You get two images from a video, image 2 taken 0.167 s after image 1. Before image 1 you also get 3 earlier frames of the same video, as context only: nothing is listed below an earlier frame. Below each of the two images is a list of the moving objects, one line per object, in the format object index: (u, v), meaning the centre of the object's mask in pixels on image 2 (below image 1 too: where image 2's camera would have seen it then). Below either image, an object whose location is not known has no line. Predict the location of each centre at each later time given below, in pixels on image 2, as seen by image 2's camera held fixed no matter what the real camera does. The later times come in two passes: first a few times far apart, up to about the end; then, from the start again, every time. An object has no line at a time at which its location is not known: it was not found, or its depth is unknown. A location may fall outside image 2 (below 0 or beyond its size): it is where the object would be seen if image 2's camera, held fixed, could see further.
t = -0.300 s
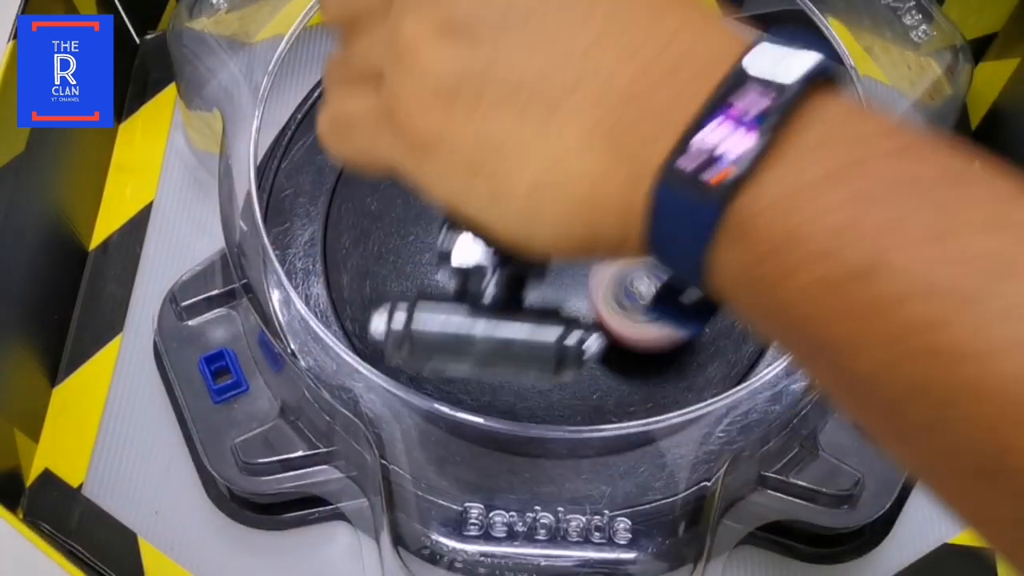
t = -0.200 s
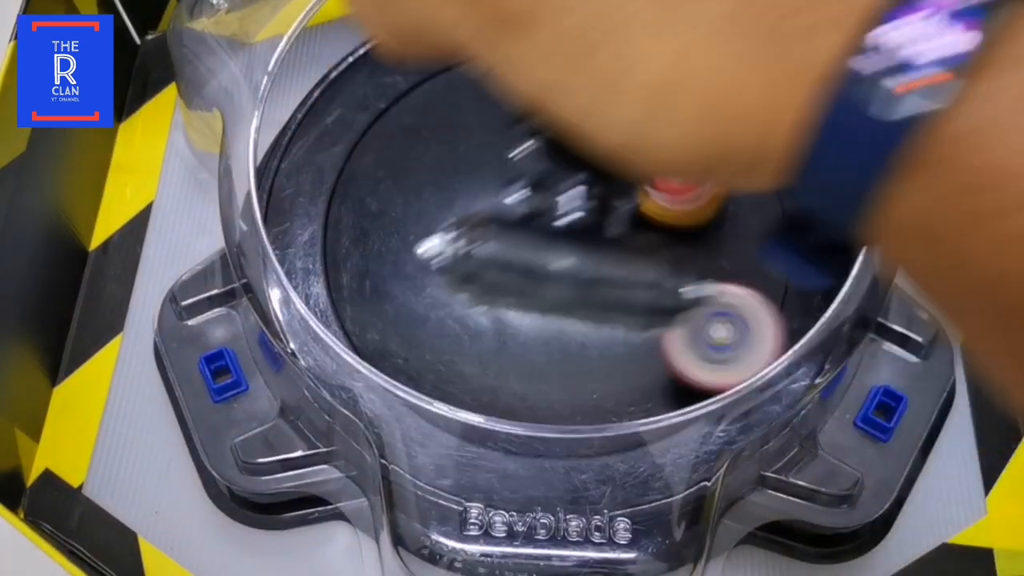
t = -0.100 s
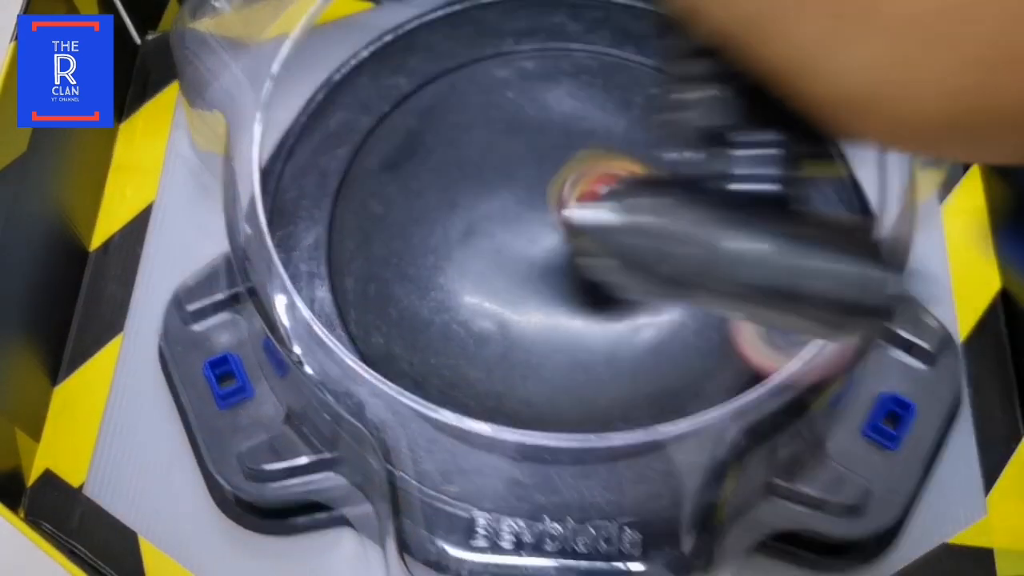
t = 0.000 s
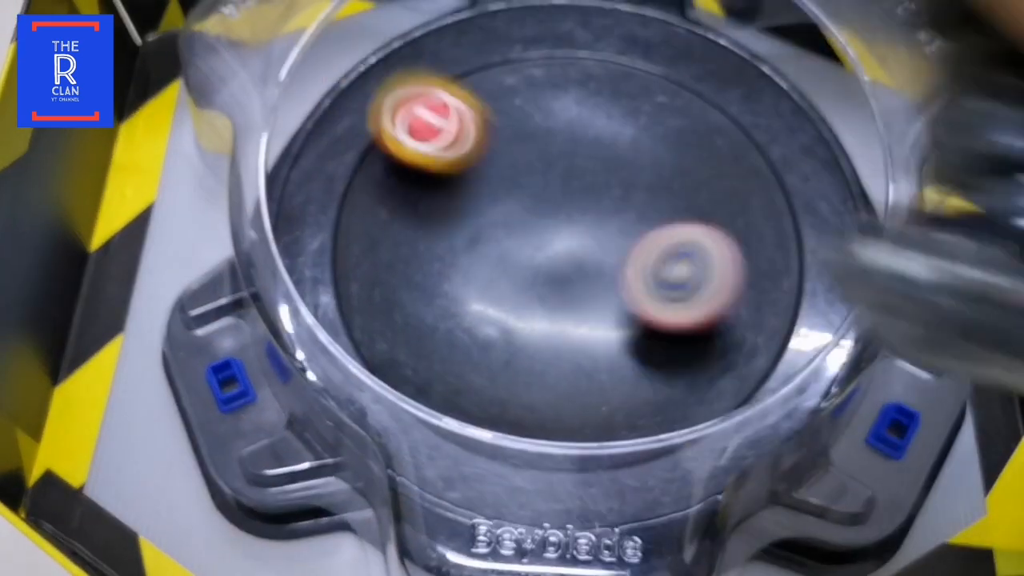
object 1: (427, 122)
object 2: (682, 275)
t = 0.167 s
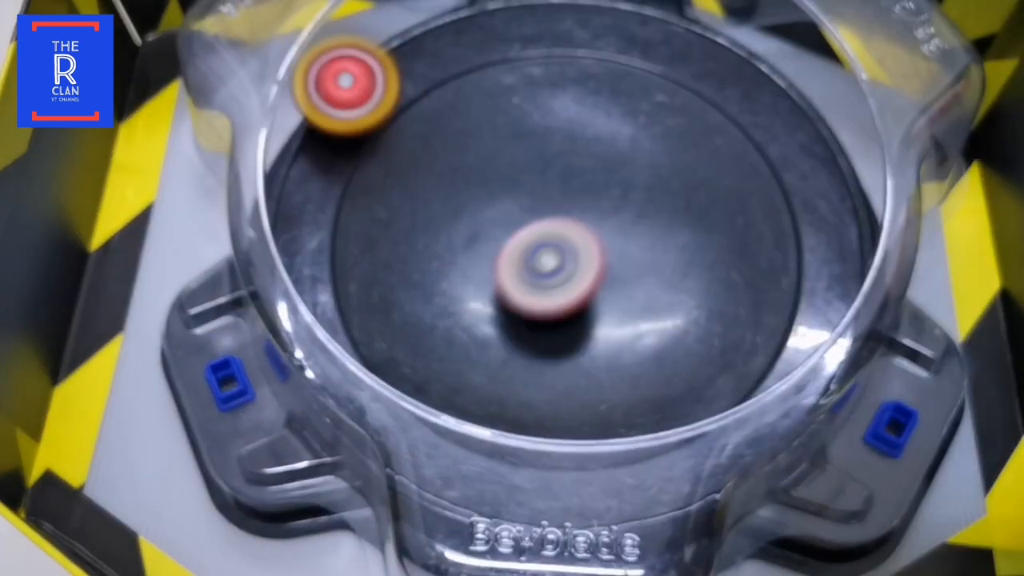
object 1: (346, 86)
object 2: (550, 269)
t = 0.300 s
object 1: (373, 72)
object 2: (511, 356)
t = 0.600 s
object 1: (564, 134)
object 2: (702, 372)
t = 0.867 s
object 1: (551, 180)
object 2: (586, 317)
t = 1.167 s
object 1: (476, 265)
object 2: (578, 403)
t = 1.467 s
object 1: (401, 104)
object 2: (652, 277)
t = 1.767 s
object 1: (463, 48)
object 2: (587, 173)
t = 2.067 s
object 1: (547, 214)
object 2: (496, 333)
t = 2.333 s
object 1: (529, 131)
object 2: (692, 426)
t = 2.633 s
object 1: (583, 247)
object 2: (707, 269)
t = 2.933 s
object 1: (400, 245)
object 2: (496, 189)
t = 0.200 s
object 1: (349, 83)
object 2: (534, 284)
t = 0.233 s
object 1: (355, 80)
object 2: (520, 305)
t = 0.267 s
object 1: (363, 76)
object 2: (512, 329)
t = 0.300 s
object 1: (373, 72)
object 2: (511, 356)
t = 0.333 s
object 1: (386, 67)
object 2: (518, 383)
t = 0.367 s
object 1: (400, 62)
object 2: (532, 400)
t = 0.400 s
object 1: (418, 59)
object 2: (551, 434)
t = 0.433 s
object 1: (439, 61)
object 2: (583, 431)
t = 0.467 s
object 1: (463, 69)
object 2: (615, 425)
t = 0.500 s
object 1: (488, 78)
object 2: (642, 417)
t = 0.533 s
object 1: (515, 93)
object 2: (670, 411)
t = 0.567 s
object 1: (541, 111)
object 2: (691, 395)
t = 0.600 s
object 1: (564, 134)
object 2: (702, 372)
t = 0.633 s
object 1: (585, 158)
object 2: (706, 349)
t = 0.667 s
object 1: (602, 183)
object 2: (698, 319)
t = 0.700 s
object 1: (614, 205)
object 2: (679, 292)
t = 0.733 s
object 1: (600, 195)
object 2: (674, 298)
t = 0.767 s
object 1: (583, 185)
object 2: (662, 302)
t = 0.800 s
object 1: (569, 179)
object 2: (640, 304)
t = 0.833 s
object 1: (558, 177)
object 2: (612, 309)
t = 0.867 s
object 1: (551, 180)
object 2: (586, 317)
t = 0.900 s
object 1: (548, 187)
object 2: (561, 328)
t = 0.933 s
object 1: (546, 198)
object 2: (542, 341)
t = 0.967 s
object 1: (542, 212)
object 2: (527, 352)
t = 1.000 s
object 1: (534, 227)
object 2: (519, 367)
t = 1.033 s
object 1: (522, 241)
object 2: (517, 380)
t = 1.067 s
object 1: (511, 253)
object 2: (522, 390)
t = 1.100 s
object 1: (499, 262)
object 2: (535, 399)
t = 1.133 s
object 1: (487, 266)
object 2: (554, 404)
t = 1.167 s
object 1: (476, 265)
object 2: (578, 403)
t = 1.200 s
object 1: (466, 260)
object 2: (599, 395)
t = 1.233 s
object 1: (458, 250)
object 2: (615, 378)
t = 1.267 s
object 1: (454, 238)
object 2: (621, 351)
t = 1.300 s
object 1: (457, 225)
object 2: (618, 321)
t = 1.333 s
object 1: (466, 213)
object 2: (609, 293)
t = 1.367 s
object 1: (478, 205)
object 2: (592, 267)
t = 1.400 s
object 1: (471, 187)
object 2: (595, 259)
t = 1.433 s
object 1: (429, 142)
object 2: (628, 271)
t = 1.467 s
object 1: (401, 104)
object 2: (652, 277)
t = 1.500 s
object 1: (389, 80)
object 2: (669, 276)
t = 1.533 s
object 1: (386, 65)
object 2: (679, 270)
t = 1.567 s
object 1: (388, 52)
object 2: (683, 257)
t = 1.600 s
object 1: (392, 42)
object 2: (681, 241)
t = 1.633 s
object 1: (399, 37)
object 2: (673, 221)
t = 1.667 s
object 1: (416, 39)
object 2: (659, 202)
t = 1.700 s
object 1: (433, 41)
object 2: (639, 186)
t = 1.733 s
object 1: (449, 44)
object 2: (614, 176)
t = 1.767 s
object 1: (463, 48)
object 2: (587, 173)
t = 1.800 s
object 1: (477, 55)
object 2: (559, 175)
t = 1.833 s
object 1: (491, 62)
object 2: (533, 184)
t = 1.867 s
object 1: (508, 73)
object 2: (510, 197)
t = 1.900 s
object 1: (521, 89)
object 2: (491, 215)
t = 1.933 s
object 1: (536, 111)
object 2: (478, 236)
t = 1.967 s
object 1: (544, 138)
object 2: (471, 260)
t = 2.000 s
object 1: (549, 164)
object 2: (470, 286)
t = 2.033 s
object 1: (552, 190)
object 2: (478, 311)
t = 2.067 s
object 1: (547, 214)
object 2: (496, 333)
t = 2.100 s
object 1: (541, 236)
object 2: (520, 349)
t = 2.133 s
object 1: (531, 249)
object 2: (548, 370)
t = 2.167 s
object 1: (525, 215)
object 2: (580, 415)
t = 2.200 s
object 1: (518, 187)
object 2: (612, 441)
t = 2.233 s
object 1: (515, 164)
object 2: (631, 444)
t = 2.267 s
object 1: (514, 147)
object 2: (653, 436)
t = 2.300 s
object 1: (519, 136)
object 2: (674, 432)
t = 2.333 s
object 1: (529, 131)
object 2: (692, 426)
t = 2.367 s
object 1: (544, 130)
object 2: (714, 425)
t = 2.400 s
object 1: (561, 134)
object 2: (731, 418)
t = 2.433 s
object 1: (578, 145)
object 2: (745, 405)
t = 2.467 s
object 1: (592, 158)
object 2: (754, 388)
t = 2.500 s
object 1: (601, 178)
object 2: (755, 368)
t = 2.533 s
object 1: (604, 196)
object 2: (749, 346)
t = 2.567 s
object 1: (602, 216)
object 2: (742, 324)
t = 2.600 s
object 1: (595, 231)
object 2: (729, 295)
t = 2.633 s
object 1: (583, 247)
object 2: (707, 269)
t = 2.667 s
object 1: (568, 261)
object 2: (685, 247)
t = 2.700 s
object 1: (541, 276)
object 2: (669, 231)
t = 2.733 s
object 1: (517, 285)
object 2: (648, 216)
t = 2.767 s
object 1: (492, 289)
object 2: (625, 205)
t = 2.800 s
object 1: (470, 288)
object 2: (599, 197)
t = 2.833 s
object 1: (448, 282)
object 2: (573, 191)
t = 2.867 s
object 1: (429, 274)
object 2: (546, 188)
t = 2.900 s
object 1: (414, 262)
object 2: (522, 187)
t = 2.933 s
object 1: (400, 245)
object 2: (496, 189)
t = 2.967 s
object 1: (368, 239)
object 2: (491, 184)
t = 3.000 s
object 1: (322, 246)
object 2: (532, 155)
